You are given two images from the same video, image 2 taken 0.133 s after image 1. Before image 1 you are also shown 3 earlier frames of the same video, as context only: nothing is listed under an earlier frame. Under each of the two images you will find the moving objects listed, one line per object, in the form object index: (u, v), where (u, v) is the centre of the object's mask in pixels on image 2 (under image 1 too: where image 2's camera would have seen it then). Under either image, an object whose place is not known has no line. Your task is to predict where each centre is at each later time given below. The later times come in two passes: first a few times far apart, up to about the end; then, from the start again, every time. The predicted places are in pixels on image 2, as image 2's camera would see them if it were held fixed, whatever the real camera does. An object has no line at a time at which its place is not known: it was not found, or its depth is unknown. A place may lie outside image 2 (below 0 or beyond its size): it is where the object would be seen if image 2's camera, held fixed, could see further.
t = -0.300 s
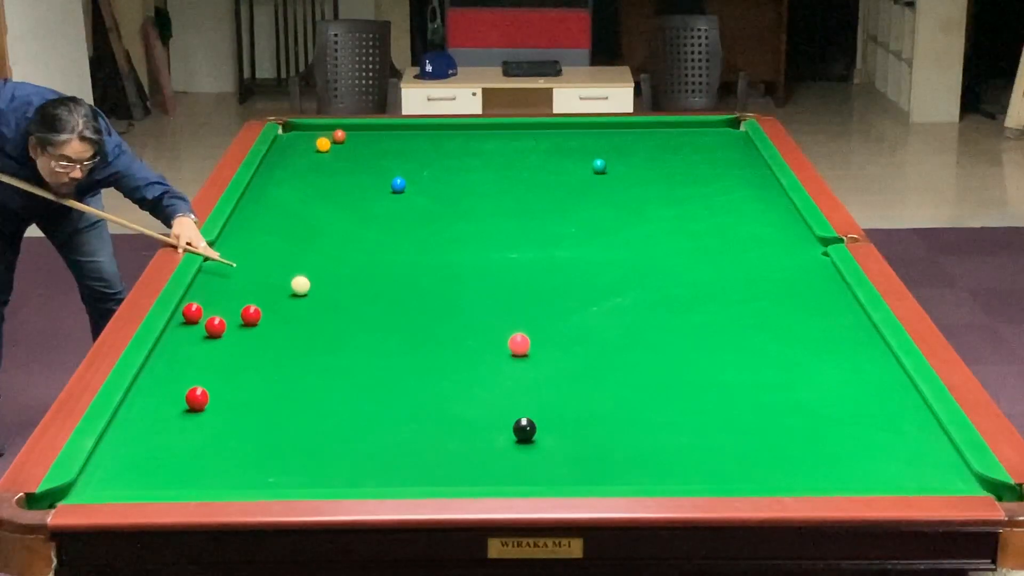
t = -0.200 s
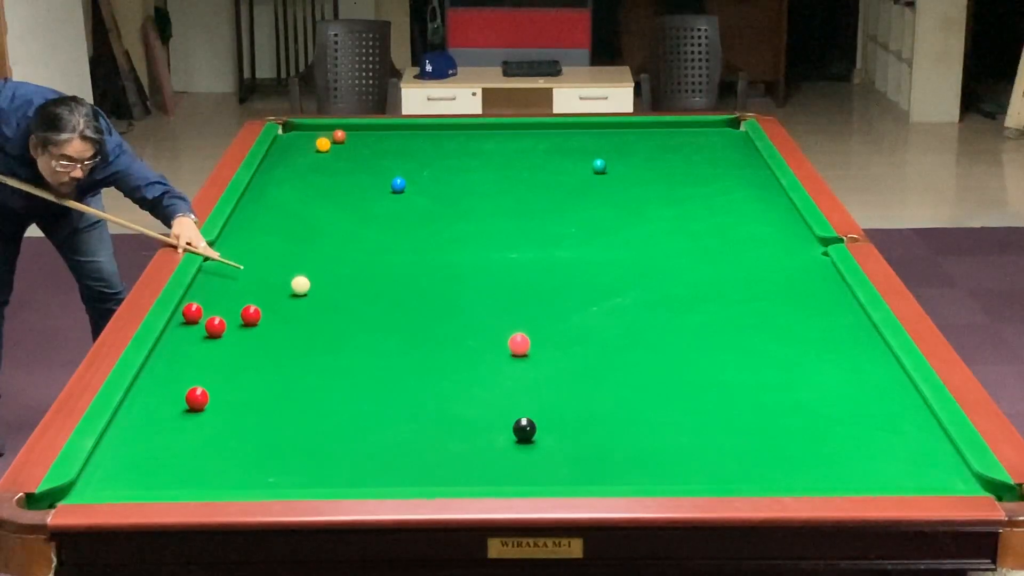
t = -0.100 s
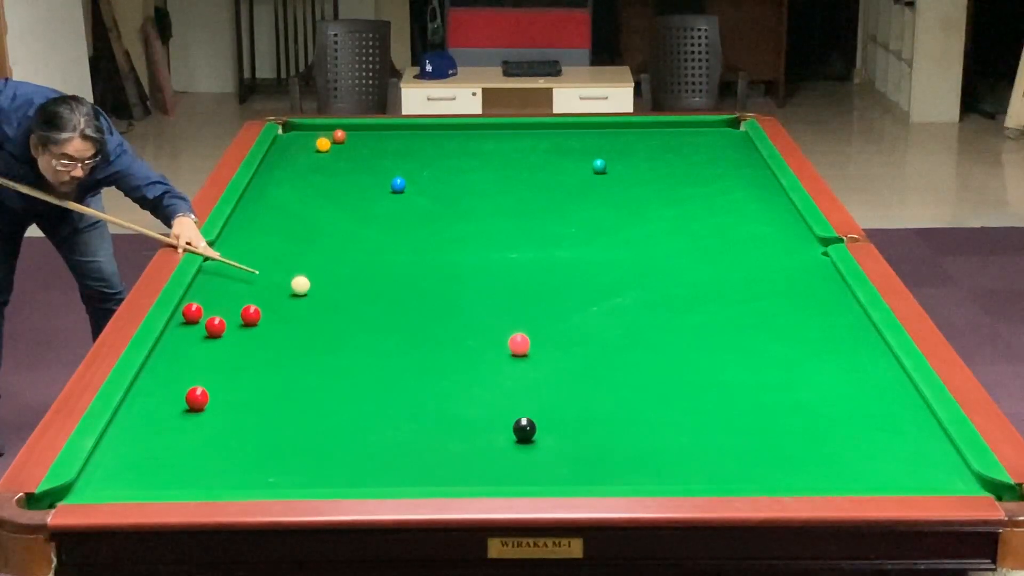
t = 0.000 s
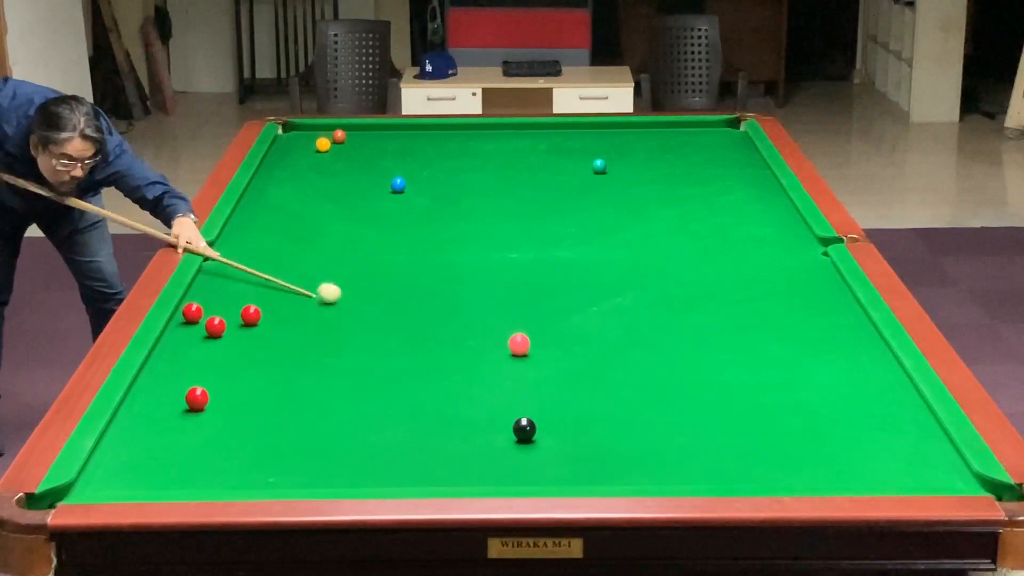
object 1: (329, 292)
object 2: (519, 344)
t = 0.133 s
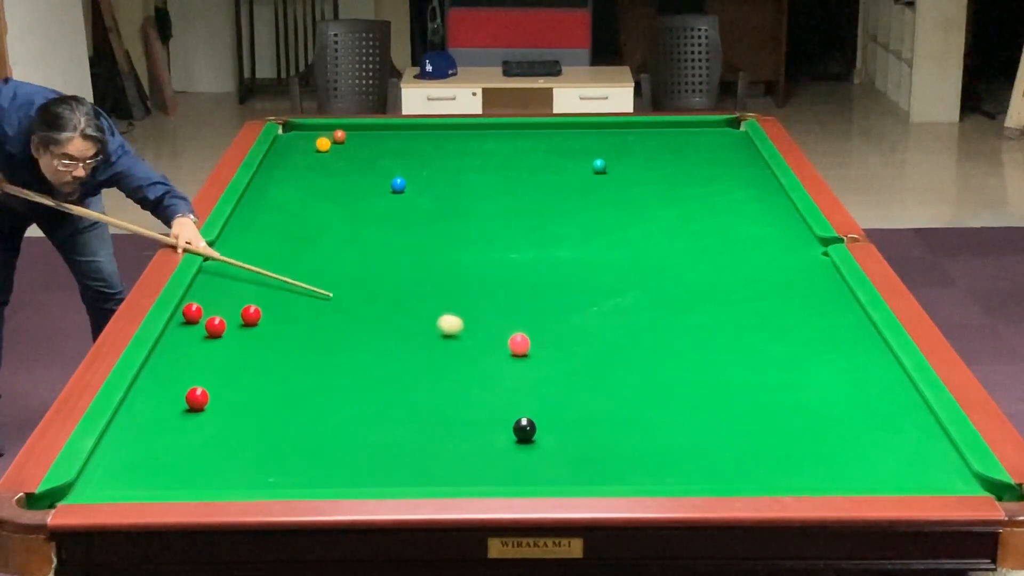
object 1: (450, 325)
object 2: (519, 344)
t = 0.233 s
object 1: (505, 339)
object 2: (555, 354)
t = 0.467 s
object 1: (497, 333)
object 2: (761, 417)
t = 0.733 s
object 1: (487, 326)
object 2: (983, 488)
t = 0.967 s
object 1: (479, 320)
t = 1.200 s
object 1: (471, 315)
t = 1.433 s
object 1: (465, 311)
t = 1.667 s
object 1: (459, 307)
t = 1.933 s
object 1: (454, 303)
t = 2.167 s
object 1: (449, 301)
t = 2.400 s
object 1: (445, 298)
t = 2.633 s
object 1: (442, 296)
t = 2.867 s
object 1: (440, 294)
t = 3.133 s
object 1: (438, 293)
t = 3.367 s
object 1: (437, 293)
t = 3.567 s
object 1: (437, 292)
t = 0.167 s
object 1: (481, 333)
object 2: (519, 344)
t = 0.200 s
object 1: (504, 339)
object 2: (526, 345)
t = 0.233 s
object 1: (505, 339)
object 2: (555, 354)
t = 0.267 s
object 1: (505, 338)
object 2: (584, 363)
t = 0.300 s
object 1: (504, 337)
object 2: (612, 371)
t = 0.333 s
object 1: (503, 337)
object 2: (642, 381)
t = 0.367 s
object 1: (501, 336)
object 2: (673, 390)
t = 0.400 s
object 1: (500, 335)
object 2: (701, 398)
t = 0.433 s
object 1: (498, 334)
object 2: (731, 408)
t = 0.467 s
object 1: (497, 333)
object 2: (761, 417)
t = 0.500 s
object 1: (496, 332)
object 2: (790, 425)
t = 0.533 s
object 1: (494, 331)
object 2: (819, 434)
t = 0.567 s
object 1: (493, 330)
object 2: (849, 443)
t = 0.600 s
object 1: (492, 329)
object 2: (878, 452)
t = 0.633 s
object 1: (490, 328)
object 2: (909, 461)
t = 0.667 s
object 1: (489, 327)
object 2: (940, 470)
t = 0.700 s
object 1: (488, 327)
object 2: (972, 479)
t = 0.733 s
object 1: (487, 326)
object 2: (983, 488)
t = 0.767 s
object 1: (486, 325)
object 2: (998, 497)
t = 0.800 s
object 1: (484, 324)
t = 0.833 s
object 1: (483, 323)
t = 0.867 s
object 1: (482, 322)
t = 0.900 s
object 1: (481, 322)
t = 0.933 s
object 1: (480, 321)
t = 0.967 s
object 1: (479, 320)
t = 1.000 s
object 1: (478, 319)
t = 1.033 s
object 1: (477, 319)
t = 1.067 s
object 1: (476, 318)
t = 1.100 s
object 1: (475, 317)
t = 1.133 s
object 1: (473, 317)
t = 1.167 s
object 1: (473, 316)
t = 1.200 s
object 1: (471, 315)
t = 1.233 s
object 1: (471, 315)
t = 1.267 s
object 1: (470, 314)
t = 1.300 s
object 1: (469, 313)
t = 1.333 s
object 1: (468, 313)
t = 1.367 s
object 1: (467, 312)
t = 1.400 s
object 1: (466, 311)
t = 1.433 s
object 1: (465, 311)
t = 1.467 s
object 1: (464, 310)
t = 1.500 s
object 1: (463, 310)
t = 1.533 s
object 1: (462, 309)
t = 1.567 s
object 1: (461, 309)
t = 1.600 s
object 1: (461, 308)
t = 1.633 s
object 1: (460, 307)
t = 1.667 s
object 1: (459, 307)
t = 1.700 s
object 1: (459, 307)
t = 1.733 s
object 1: (458, 306)
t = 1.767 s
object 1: (457, 306)
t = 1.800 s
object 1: (456, 305)
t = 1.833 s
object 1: (456, 304)
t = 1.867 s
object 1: (455, 304)
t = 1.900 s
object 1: (454, 304)
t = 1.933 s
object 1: (454, 303)
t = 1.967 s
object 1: (453, 303)
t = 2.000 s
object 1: (452, 302)
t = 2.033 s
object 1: (452, 302)
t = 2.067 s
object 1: (451, 302)
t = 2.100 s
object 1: (450, 301)
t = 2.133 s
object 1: (450, 301)
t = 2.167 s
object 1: (449, 301)
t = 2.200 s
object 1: (448, 300)
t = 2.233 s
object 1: (448, 300)
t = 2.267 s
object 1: (447, 300)
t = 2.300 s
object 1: (447, 299)
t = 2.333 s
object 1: (446, 299)
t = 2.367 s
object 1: (446, 299)
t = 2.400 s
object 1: (445, 298)
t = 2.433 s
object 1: (445, 298)
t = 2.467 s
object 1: (444, 298)
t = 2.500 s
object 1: (444, 297)
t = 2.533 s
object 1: (443, 297)
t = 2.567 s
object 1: (443, 297)
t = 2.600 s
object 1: (443, 297)
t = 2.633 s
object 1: (442, 296)
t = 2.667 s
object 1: (442, 296)
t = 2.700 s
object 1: (442, 296)
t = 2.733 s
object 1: (441, 296)
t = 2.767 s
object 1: (441, 295)
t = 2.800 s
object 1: (440, 295)
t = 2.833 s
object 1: (440, 295)
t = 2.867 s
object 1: (440, 294)
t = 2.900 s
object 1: (440, 294)
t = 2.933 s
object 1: (439, 294)
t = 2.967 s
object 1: (439, 294)
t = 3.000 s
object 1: (439, 294)
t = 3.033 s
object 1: (439, 294)
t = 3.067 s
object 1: (438, 294)
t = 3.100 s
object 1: (438, 293)
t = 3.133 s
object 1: (438, 293)
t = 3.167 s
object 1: (438, 293)
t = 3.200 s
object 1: (437, 293)
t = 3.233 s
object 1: (437, 293)
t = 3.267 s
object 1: (437, 293)
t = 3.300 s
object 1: (437, 293)
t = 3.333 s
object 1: (437, 293)
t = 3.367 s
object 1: (437, 293)
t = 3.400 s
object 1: (437, 293)
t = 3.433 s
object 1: (437, 293)
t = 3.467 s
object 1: (437, 293)
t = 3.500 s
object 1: (437, 293)
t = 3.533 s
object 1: (437, 292)
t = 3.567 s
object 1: (437, 292)
